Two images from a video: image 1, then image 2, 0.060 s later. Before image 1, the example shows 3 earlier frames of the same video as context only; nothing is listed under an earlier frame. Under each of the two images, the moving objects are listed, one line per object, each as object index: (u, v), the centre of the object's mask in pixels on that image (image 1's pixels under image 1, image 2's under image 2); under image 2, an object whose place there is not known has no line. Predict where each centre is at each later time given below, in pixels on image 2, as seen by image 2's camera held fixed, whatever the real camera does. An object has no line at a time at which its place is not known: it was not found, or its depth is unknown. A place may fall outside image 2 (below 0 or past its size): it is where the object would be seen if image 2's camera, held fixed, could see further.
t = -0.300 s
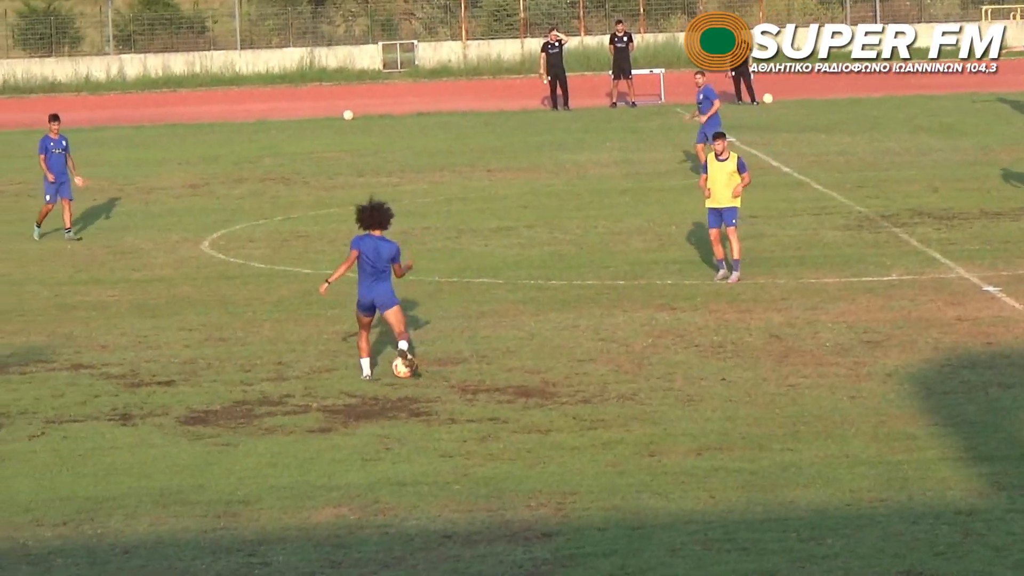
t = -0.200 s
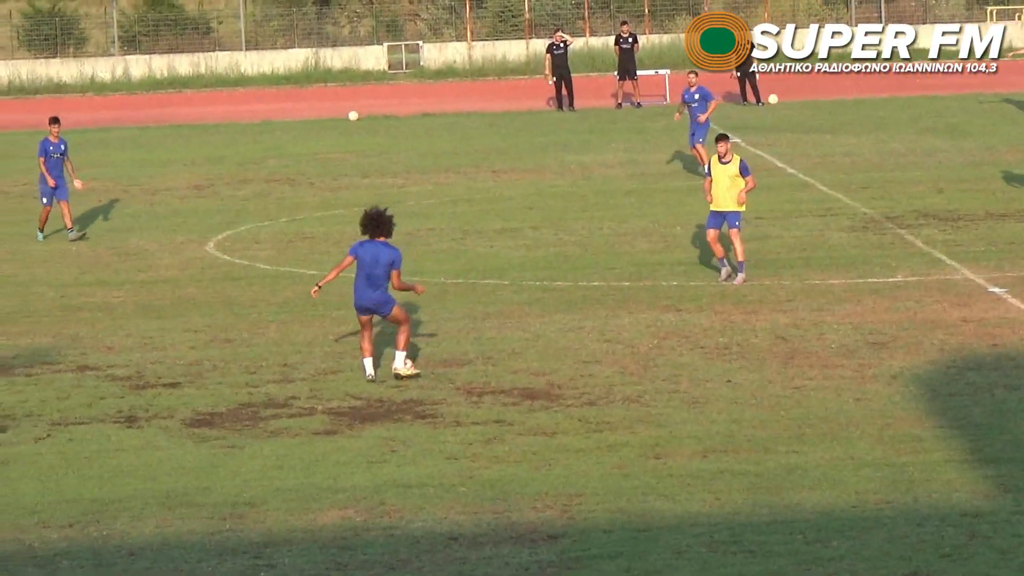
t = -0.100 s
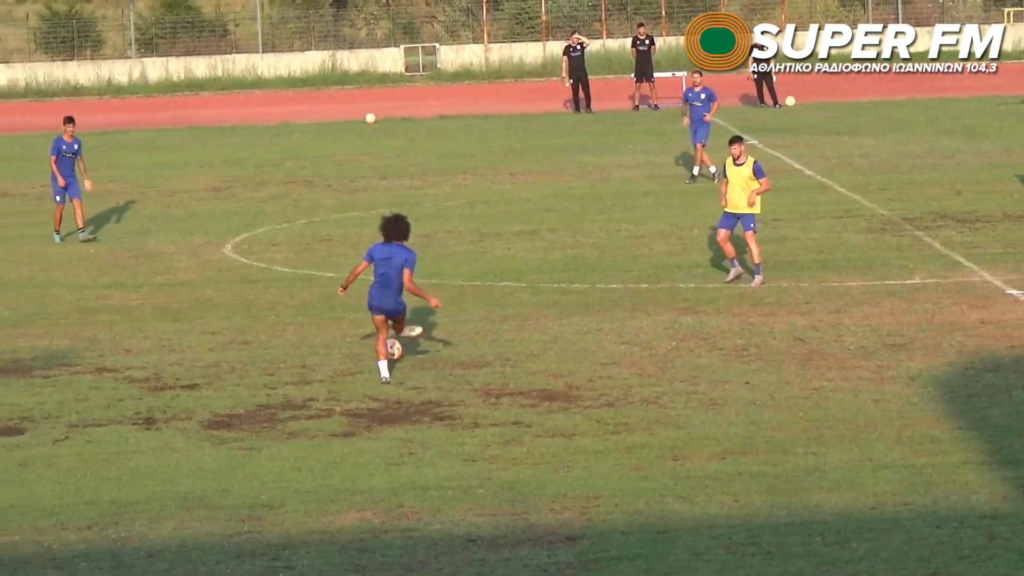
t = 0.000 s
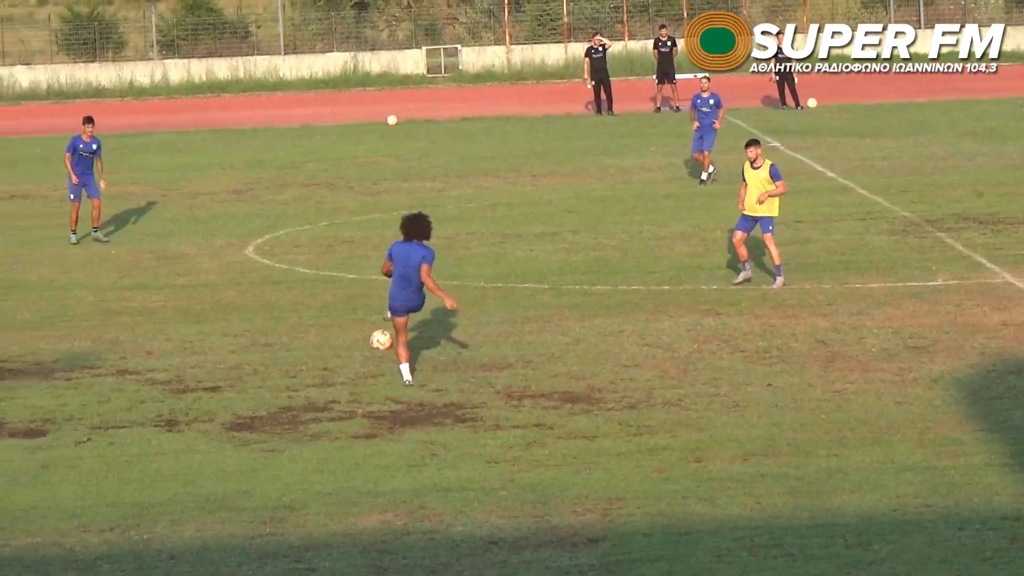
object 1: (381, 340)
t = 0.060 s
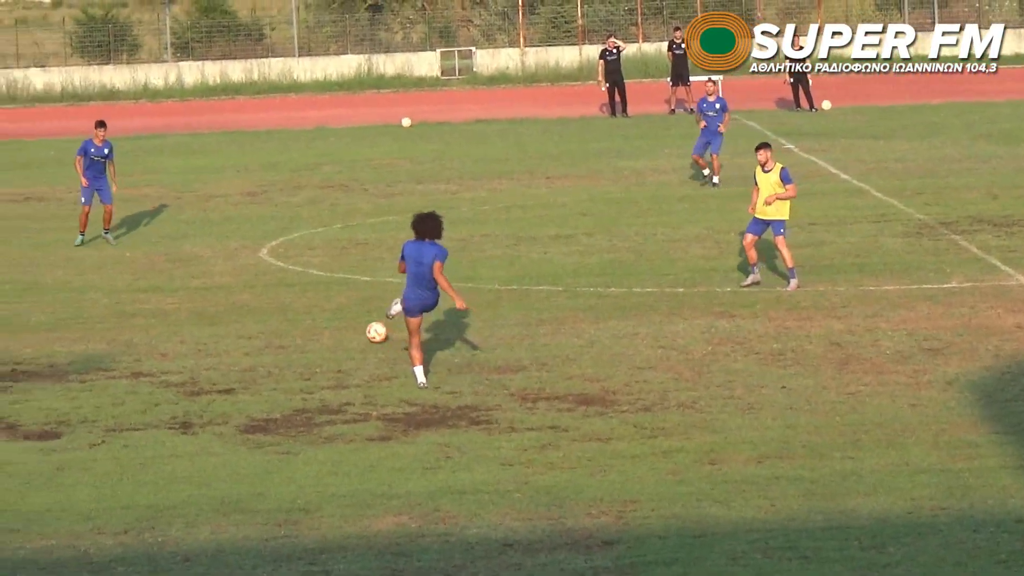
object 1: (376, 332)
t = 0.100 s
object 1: (366, 327)
